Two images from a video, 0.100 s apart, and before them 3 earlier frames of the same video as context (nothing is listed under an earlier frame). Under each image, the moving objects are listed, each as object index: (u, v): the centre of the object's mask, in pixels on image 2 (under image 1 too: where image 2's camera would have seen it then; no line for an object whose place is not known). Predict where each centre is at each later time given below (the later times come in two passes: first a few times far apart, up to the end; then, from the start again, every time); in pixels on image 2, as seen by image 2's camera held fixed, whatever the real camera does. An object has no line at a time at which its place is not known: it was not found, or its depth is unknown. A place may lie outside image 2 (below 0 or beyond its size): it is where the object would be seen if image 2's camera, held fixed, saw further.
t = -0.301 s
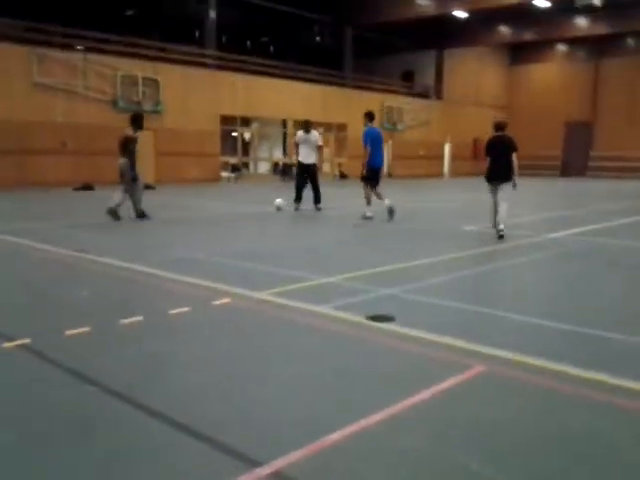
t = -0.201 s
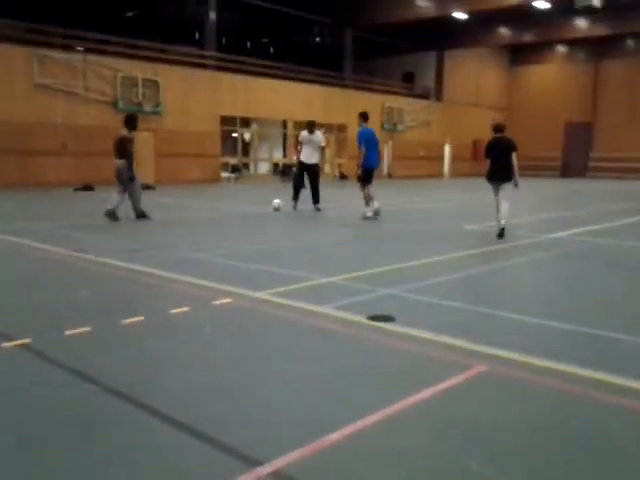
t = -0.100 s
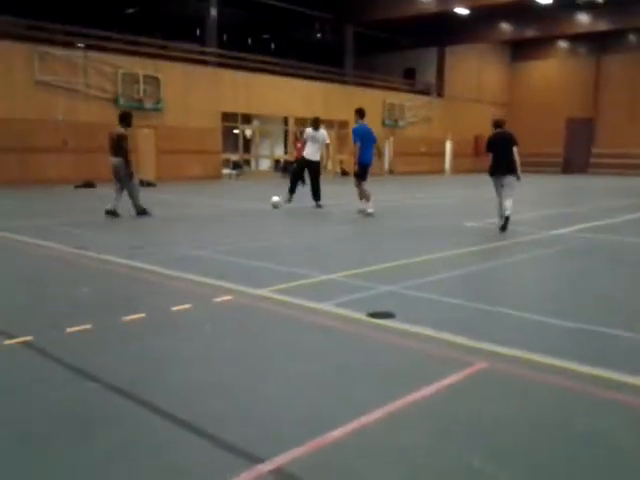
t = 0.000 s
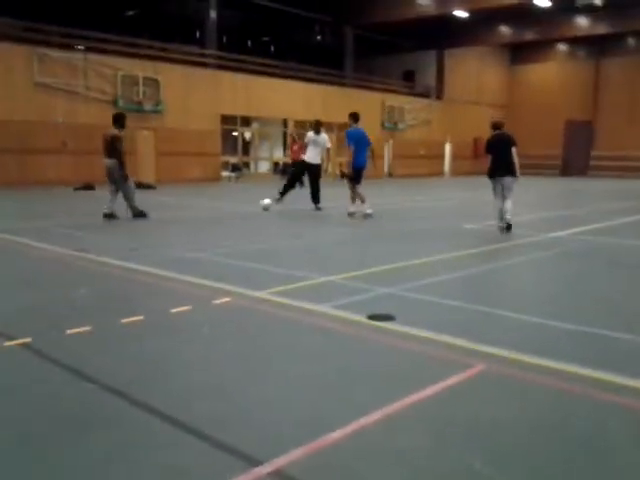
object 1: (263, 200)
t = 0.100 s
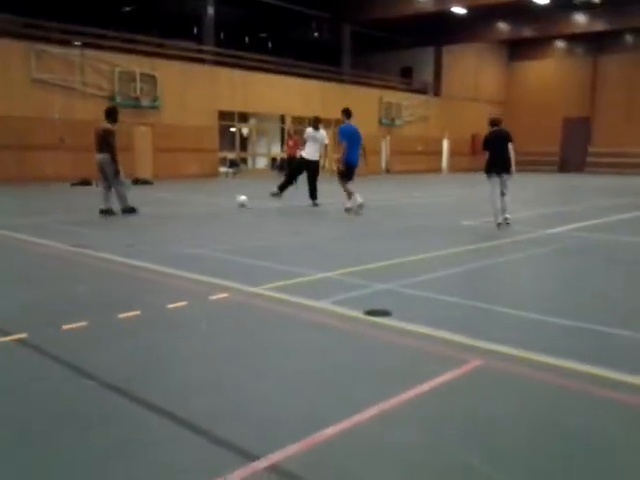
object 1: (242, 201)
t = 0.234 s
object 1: (215, 202)
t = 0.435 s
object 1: (178, 205)
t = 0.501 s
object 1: (166, 206)
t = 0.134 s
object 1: (234, 201)
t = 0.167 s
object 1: (228, 201)
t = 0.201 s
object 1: (221, 201)
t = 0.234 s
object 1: (215, 202)
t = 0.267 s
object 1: (208, 203)
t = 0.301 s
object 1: (202, 203)
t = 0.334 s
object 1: (196, 204)
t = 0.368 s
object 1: (189, 204)
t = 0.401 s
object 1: (184, 204)
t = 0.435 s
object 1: (178, 205)
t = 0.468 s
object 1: (172, 205)
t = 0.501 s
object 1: (166, 206)
